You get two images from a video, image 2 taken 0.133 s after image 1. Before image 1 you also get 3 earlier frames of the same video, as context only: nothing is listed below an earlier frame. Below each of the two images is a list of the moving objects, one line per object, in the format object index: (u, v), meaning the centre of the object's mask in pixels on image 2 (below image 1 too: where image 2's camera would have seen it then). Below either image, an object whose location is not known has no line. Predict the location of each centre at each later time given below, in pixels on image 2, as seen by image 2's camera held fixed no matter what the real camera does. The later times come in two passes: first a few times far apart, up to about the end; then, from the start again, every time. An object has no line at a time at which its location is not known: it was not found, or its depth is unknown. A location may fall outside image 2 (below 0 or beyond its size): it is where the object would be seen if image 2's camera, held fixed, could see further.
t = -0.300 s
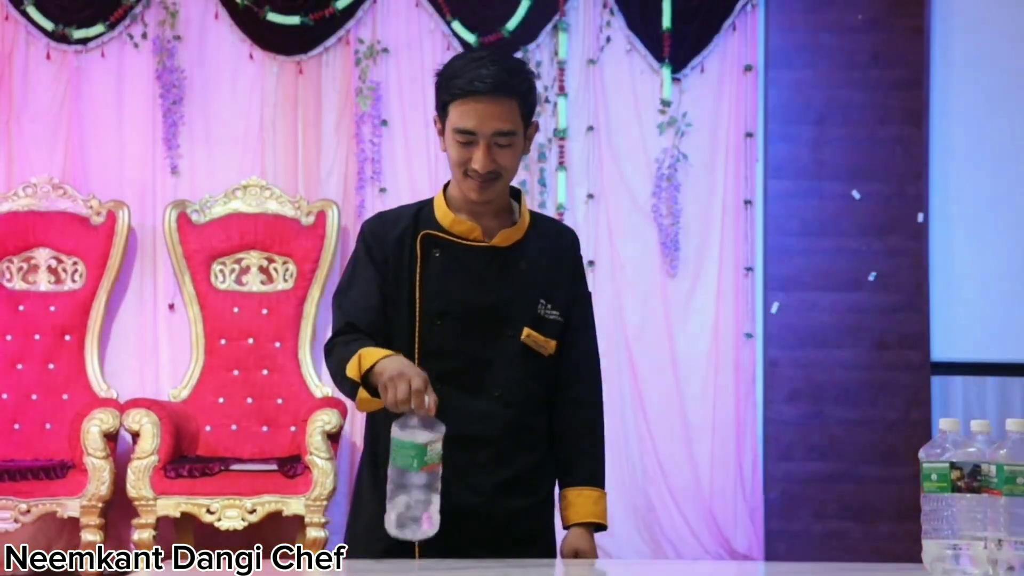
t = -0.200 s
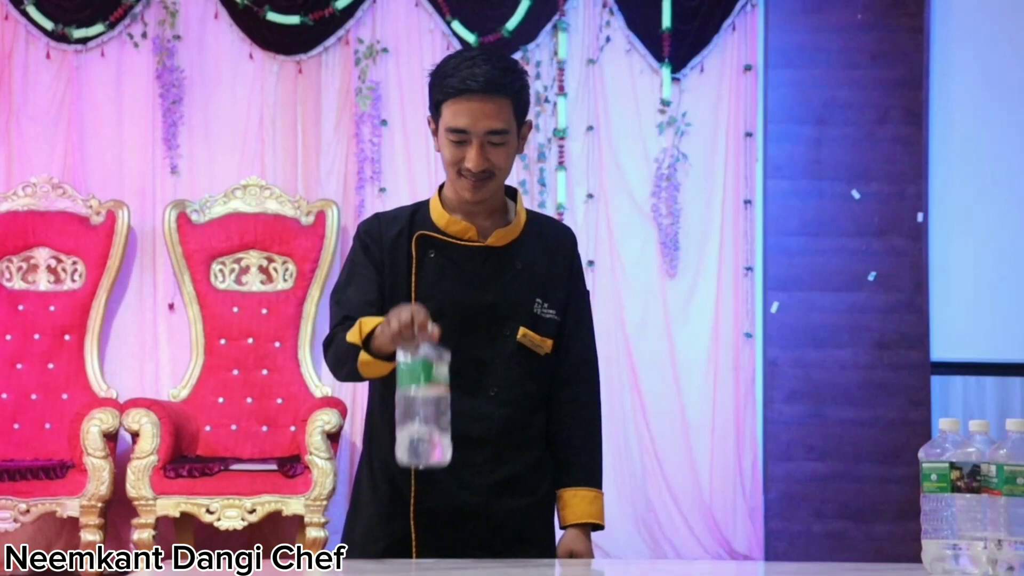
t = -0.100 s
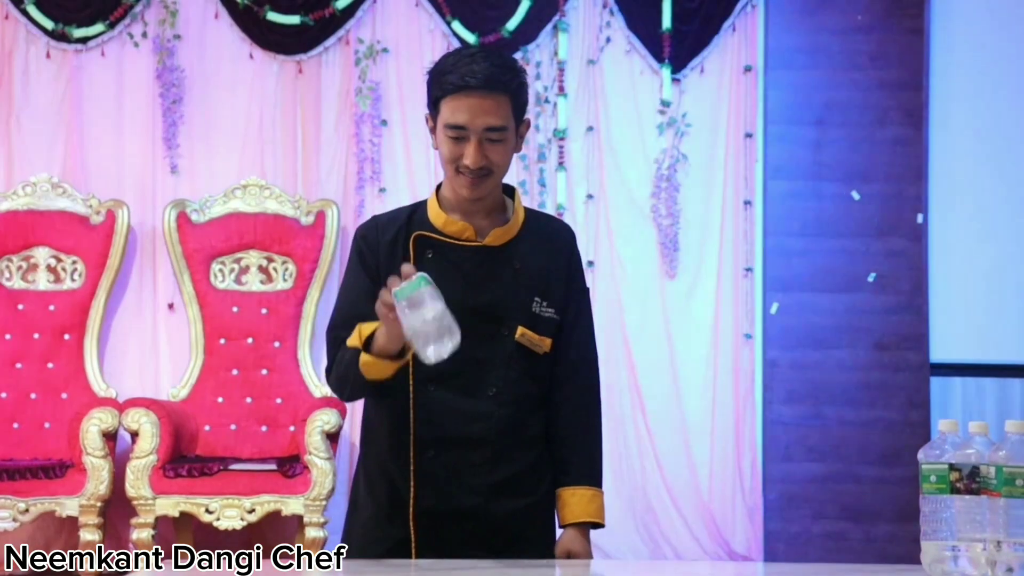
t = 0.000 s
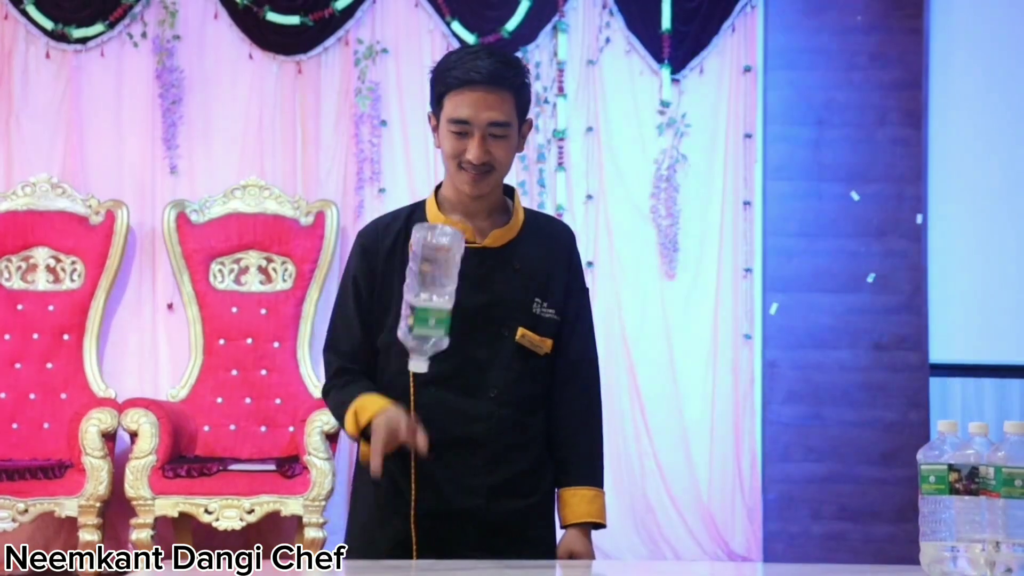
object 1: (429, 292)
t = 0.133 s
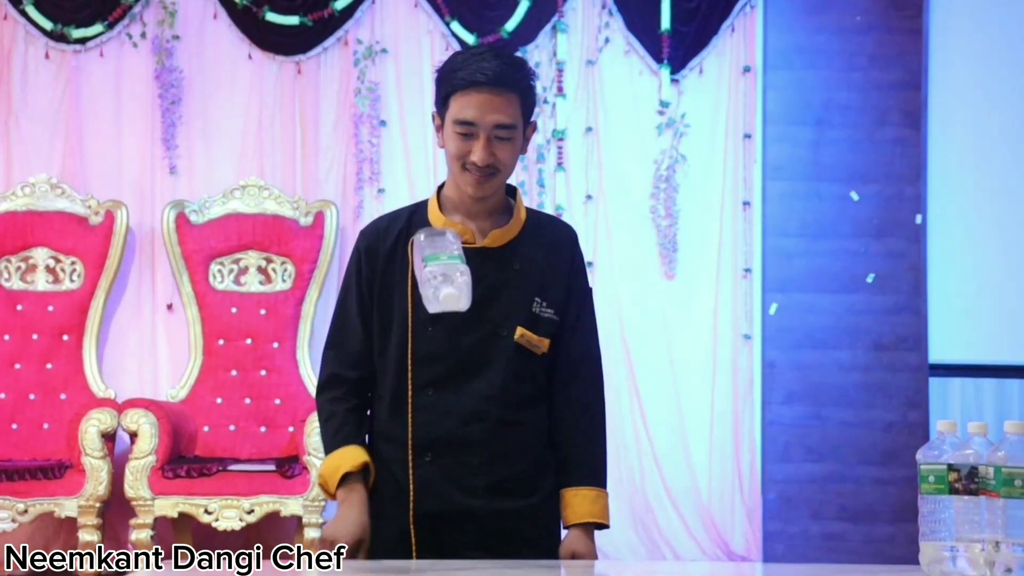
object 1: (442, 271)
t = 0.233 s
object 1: (445, 342)
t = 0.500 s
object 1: (483, 547)
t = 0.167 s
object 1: (443, 286)
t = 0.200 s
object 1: (444, 310)
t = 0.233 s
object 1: (445, 342)
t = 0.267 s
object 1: (446, 384)
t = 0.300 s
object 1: (447, 436)
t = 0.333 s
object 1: (449, 494)
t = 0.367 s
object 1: (453, 522)
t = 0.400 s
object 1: (460, 543)
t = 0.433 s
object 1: (469, 543)
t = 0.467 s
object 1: (477, 544)
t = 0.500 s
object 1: (483, 547)
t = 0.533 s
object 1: (484, 548)
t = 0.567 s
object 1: (484, 548)
